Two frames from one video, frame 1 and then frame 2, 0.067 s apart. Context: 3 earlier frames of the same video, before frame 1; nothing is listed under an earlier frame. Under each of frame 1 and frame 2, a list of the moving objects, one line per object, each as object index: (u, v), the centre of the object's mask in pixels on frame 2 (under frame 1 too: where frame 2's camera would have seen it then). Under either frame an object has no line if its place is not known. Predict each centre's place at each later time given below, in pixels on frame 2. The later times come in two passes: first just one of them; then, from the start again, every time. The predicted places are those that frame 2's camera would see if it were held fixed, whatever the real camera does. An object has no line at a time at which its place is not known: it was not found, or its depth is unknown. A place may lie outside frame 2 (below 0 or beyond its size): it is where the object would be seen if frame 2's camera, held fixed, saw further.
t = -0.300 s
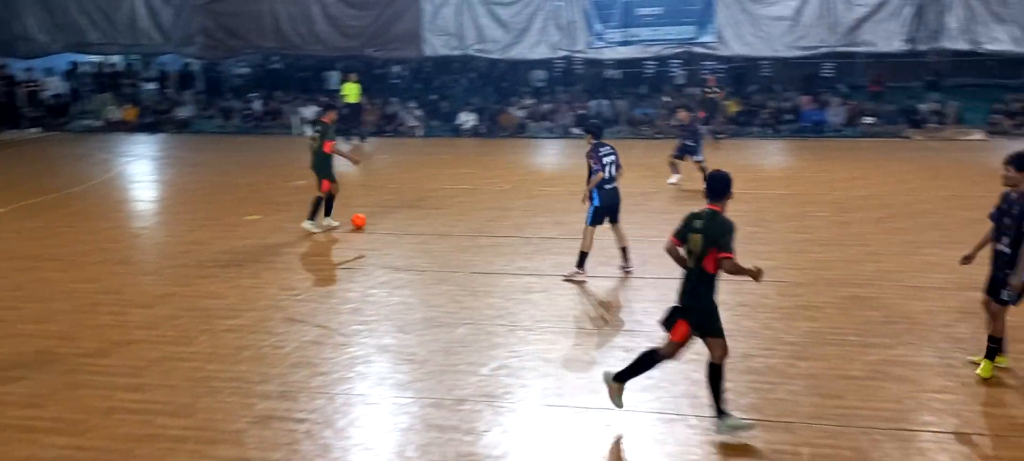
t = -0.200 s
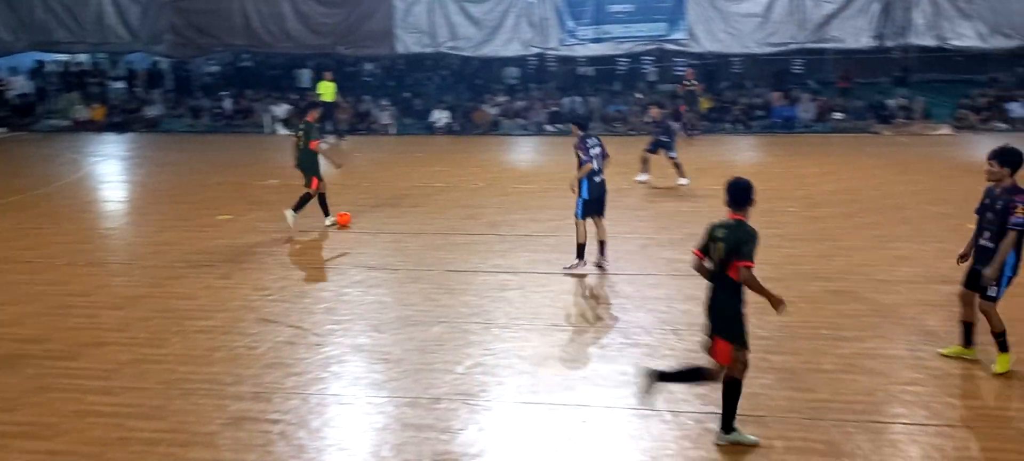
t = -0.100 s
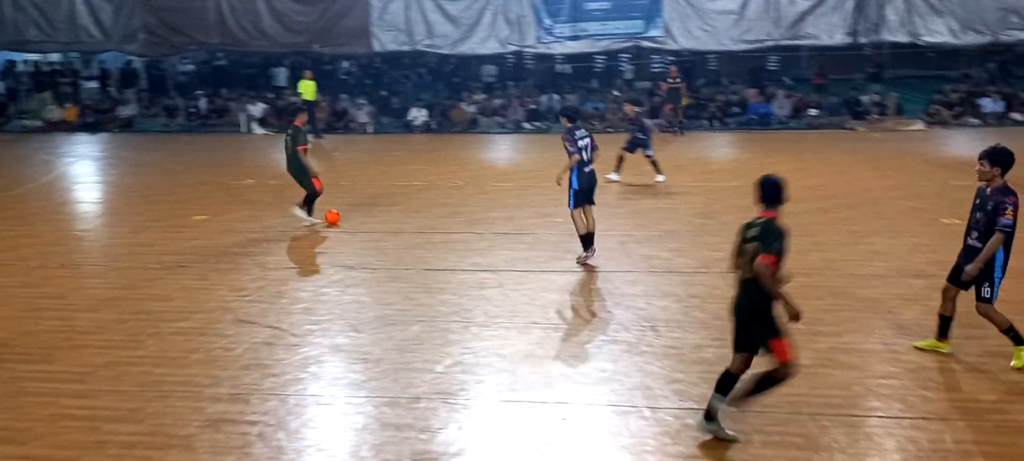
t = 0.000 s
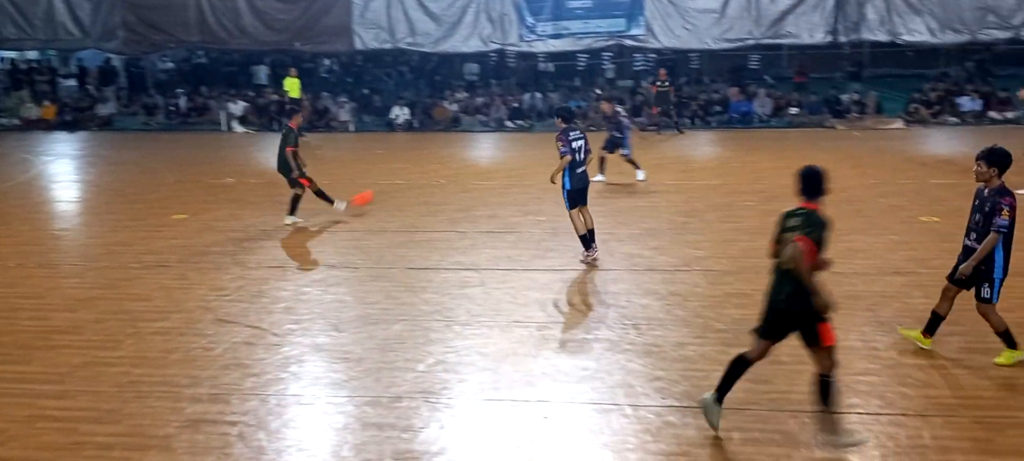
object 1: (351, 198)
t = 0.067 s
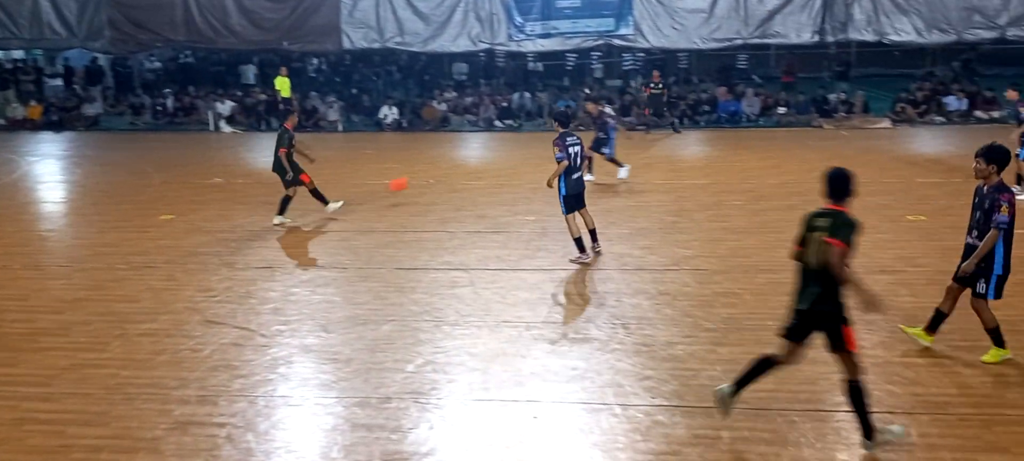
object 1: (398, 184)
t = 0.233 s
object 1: (494, 164)
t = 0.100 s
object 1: (420, 178)
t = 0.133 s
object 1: (439, 173)
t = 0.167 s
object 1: (459, 169)
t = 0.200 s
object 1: (477, 166)
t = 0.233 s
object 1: (494, 164)
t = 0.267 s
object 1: (510, 161)
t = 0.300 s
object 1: (526, 160)
